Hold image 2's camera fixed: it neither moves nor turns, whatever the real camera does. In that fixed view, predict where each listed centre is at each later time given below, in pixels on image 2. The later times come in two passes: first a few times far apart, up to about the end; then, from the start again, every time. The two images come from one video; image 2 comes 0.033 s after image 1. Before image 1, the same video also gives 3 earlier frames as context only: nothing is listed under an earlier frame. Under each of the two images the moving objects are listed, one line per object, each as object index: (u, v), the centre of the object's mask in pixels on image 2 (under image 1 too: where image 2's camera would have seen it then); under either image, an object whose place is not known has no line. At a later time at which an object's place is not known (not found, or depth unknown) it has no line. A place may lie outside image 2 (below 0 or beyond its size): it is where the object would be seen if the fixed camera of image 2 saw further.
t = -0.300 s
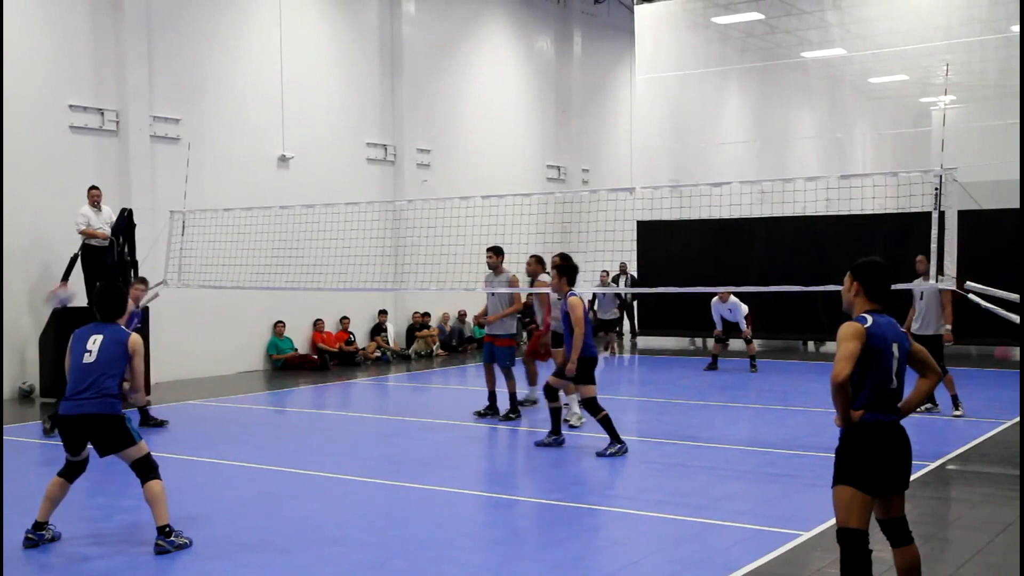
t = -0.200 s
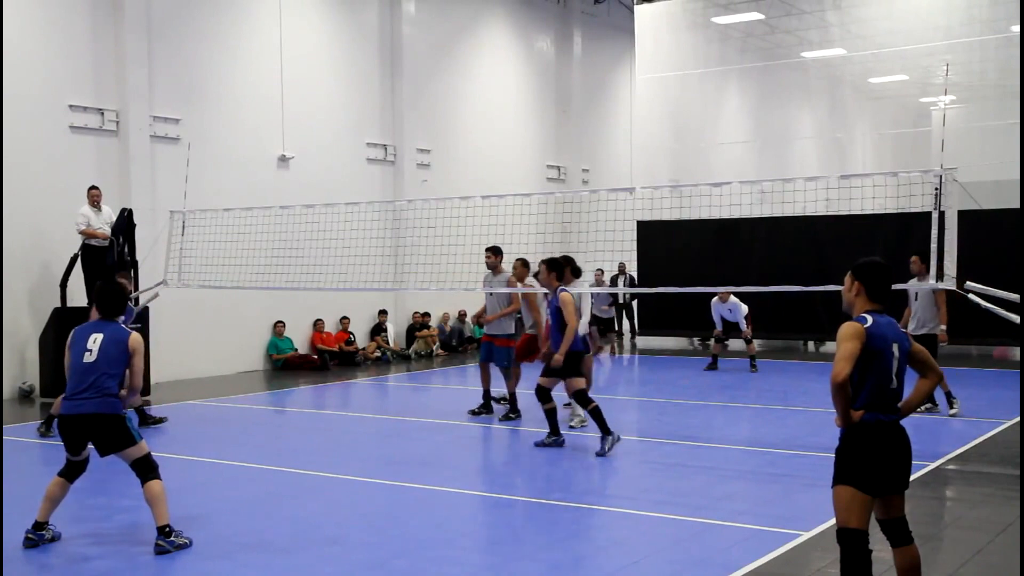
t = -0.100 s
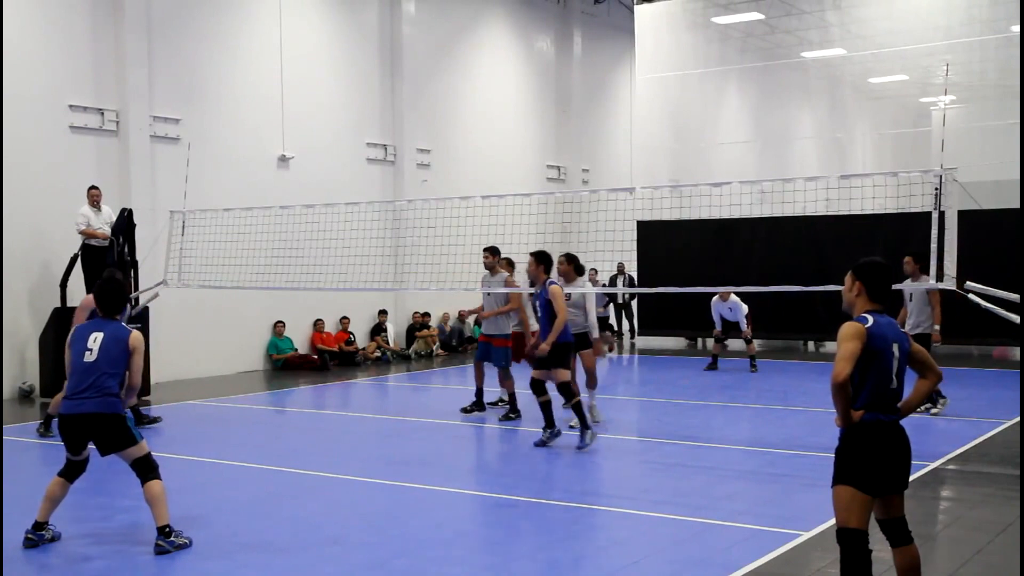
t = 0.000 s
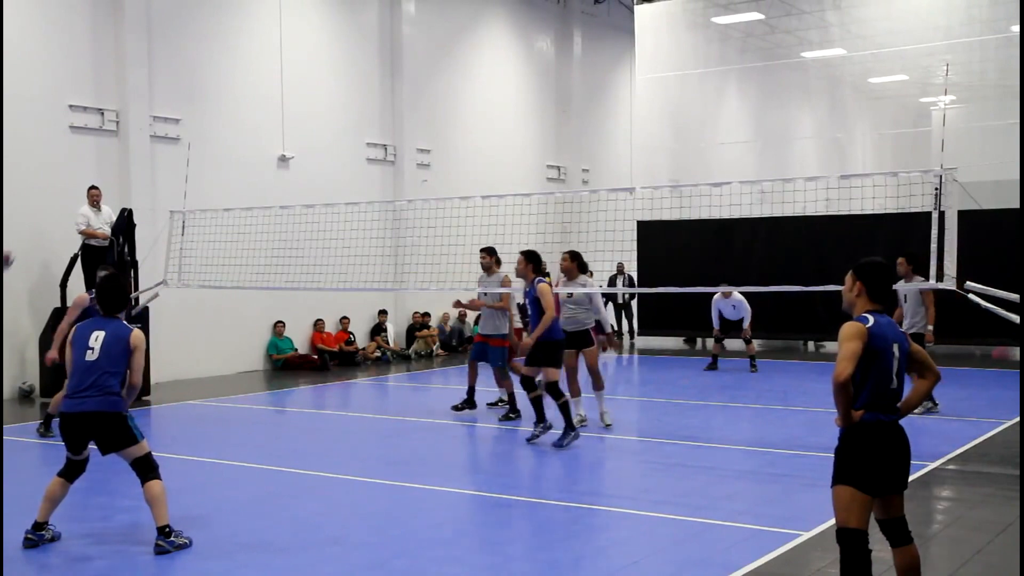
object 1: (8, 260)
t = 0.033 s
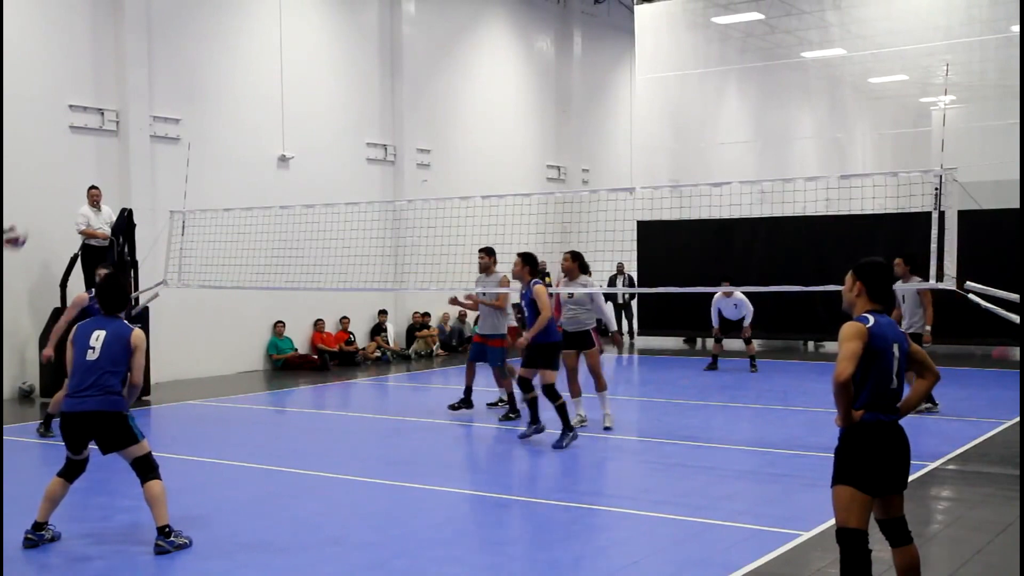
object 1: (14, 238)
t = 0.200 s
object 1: (77, 155)
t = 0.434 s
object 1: (160, 95)
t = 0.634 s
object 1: (228, 93)
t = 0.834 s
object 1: (294, 132)
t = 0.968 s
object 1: (338, 182)
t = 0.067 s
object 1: (26, 219)
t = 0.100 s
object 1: (39, 200)
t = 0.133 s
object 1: (51, 184)
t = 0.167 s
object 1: (64, 168)
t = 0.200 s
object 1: (77, 155)
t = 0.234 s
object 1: (88, 142)
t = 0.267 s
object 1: (100, 132)
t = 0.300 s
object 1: (111, 121)
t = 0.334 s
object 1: (124, 114)
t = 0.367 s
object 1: (135, 107)
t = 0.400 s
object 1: (148, 100)
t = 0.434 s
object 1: (160, 95)
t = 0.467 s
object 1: (172, 92)
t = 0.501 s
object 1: (182, 89)
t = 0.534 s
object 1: (194, 88)
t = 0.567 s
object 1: (205, 89)
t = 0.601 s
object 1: (217, 90)
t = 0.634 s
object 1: (228, 93)
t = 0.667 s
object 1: (240, 96)
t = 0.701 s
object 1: (251, 101)
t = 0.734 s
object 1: (262, 107)
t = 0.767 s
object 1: (273, 114)
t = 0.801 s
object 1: (284, 123)
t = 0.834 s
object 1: (294, 132)
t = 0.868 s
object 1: (306, 143)
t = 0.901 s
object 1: (316, 155)
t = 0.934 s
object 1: (327, 168)
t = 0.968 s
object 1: (338, 182)
